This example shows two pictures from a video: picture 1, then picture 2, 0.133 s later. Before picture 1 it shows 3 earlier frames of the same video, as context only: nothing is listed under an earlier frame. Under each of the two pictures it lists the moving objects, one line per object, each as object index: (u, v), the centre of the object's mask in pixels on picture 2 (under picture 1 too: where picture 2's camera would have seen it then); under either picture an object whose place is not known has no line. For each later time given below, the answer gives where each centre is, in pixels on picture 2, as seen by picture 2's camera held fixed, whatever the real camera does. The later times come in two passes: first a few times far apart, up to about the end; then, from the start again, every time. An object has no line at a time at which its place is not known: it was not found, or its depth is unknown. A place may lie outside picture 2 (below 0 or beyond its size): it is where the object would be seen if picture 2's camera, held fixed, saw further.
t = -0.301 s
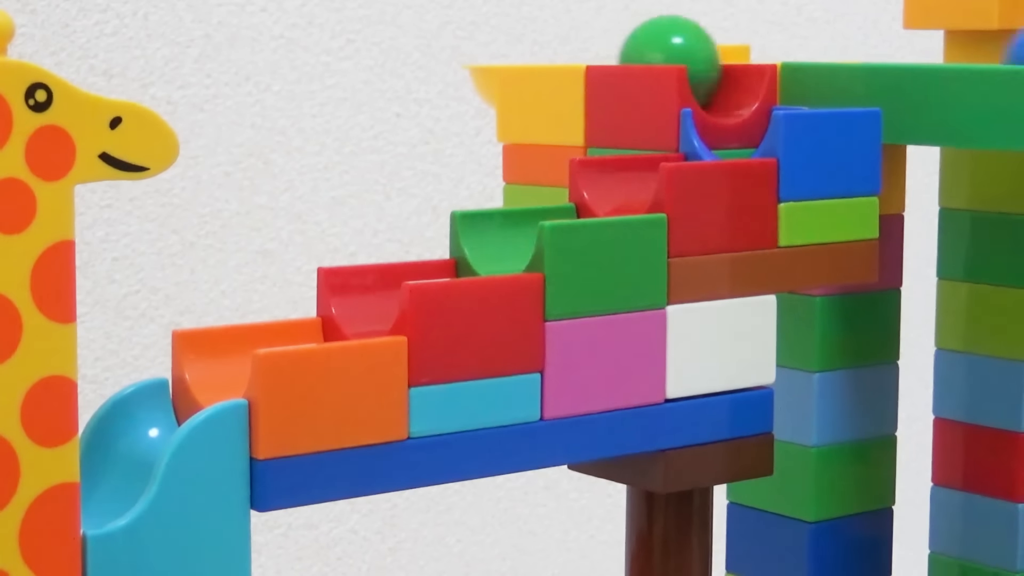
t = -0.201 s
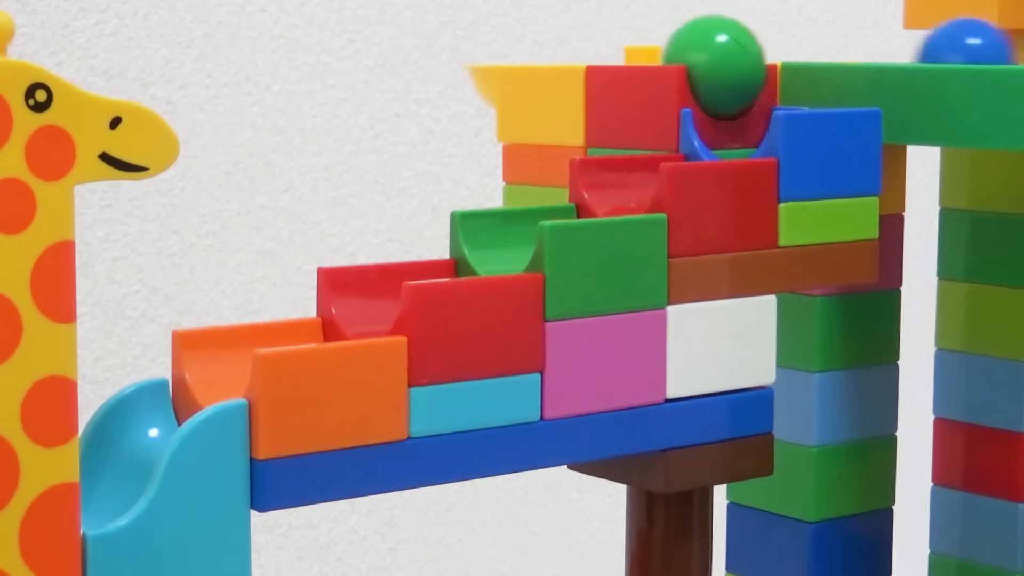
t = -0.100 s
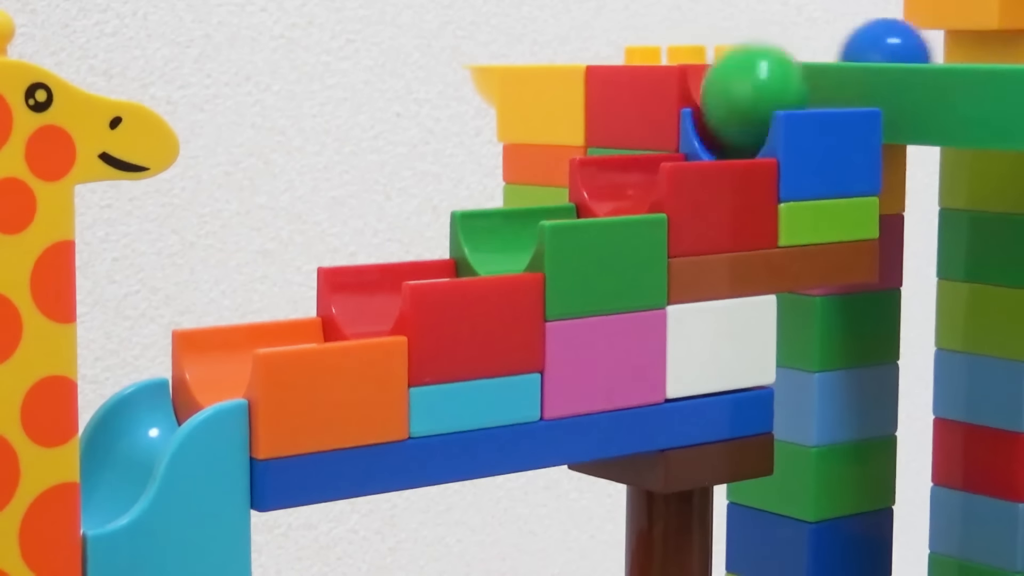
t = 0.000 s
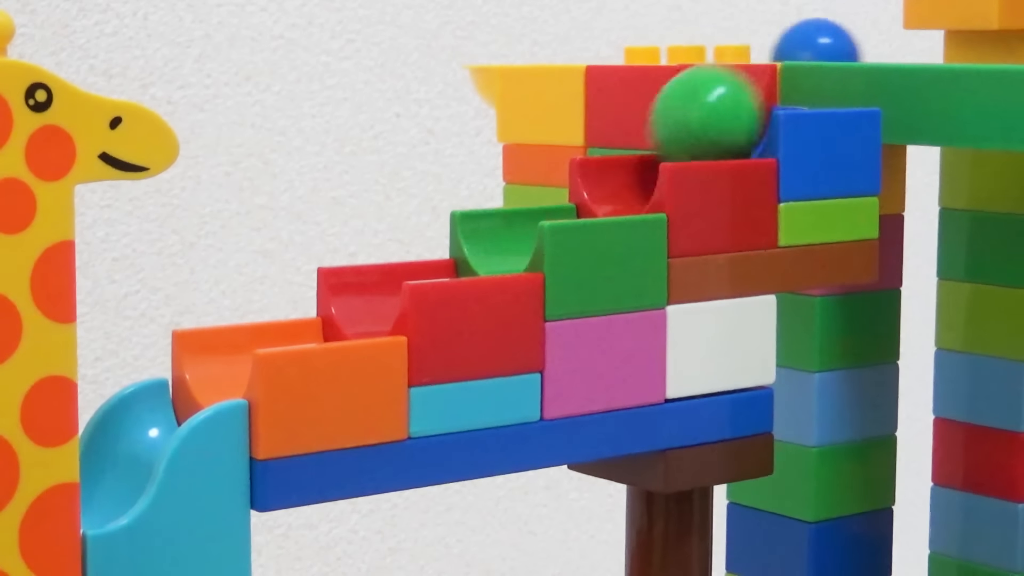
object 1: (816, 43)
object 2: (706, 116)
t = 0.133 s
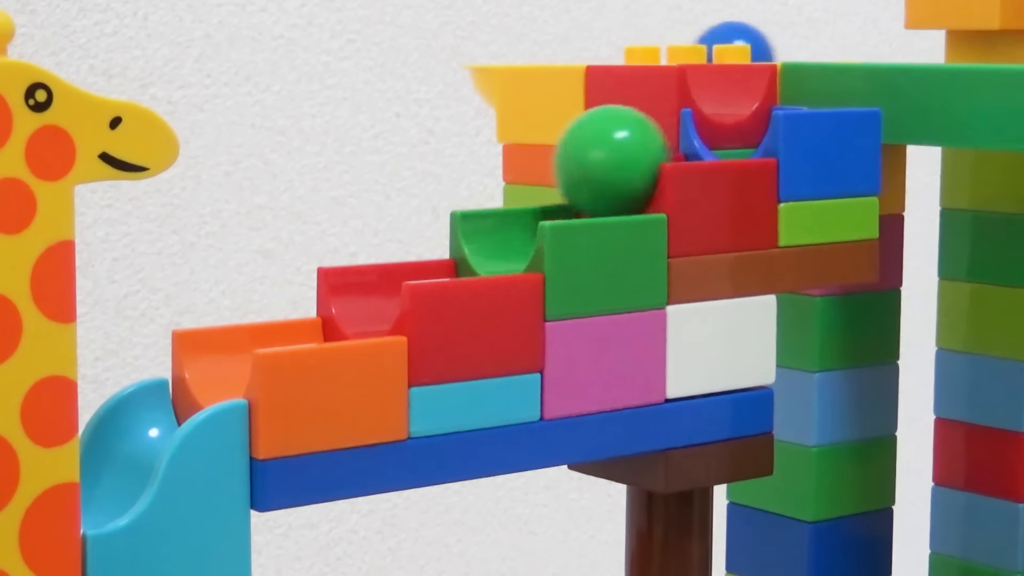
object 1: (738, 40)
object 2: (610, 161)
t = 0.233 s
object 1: (661, 36)
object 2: (524, 207)
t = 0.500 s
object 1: (520, 46)
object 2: (249, 327)
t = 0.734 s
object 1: (624, 44)
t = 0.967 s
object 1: (749, 99)
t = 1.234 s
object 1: (566, 192)
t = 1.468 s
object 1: (349, 280)
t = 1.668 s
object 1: (116, 462)
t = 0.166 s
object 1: (711, 36)
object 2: (587, 174)
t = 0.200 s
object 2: (551, 194)
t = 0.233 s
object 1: (661, 36)
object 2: (524, 207)
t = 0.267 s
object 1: (628, 41)
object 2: (498, 216)
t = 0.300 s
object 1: (604, 44)
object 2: (474, 225)
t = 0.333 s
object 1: (585, 46)
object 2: (433, 252)
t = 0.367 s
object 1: (564, 46)
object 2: (399, 263)
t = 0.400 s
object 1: (546, 46)
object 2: (369, 273)
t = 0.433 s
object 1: (531, 46)
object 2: (339, 284)
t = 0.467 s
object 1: (523, 46)
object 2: (298, 312)
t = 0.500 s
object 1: (520, 46)
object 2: (249, 327)
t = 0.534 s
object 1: (522, 45)
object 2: (215, 340)
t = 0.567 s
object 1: (532, 45)
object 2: (175, 359)
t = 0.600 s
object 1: (548, 45)
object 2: (125, 421)
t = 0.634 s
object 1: (568, 45)
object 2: (96, 492)
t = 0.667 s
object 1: (585, 45)
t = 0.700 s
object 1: (604, 44)
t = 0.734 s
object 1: (624, 44)
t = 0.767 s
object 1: (643, 44)
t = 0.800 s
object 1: (669, 50)
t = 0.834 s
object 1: (690, 56)
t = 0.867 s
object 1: (710, 62)
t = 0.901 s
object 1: (726, 66)
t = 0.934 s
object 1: (744, 73)
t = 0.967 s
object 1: (749, 99)
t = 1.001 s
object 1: (739, 103)
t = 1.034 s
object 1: (719, 111)
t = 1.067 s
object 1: (689, 126)
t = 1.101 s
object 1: (662, 143)
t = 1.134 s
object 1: (638, 154)
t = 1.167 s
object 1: (621, 159)
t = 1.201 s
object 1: (598, 166)
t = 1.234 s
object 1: (566, 192)
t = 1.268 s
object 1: (539, 200)
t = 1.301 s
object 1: (508, 213)
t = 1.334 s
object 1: (487, 220)
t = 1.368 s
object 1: (452, 239)
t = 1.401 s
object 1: (413, 259)
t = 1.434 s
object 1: (379, 271)
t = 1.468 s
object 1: (349, 280)
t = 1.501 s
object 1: (311, 302)
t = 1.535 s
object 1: (272, 317)
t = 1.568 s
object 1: (227, 335)
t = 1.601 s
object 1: (194, 349)
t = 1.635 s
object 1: (147, 380)
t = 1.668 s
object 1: (116, 462)
